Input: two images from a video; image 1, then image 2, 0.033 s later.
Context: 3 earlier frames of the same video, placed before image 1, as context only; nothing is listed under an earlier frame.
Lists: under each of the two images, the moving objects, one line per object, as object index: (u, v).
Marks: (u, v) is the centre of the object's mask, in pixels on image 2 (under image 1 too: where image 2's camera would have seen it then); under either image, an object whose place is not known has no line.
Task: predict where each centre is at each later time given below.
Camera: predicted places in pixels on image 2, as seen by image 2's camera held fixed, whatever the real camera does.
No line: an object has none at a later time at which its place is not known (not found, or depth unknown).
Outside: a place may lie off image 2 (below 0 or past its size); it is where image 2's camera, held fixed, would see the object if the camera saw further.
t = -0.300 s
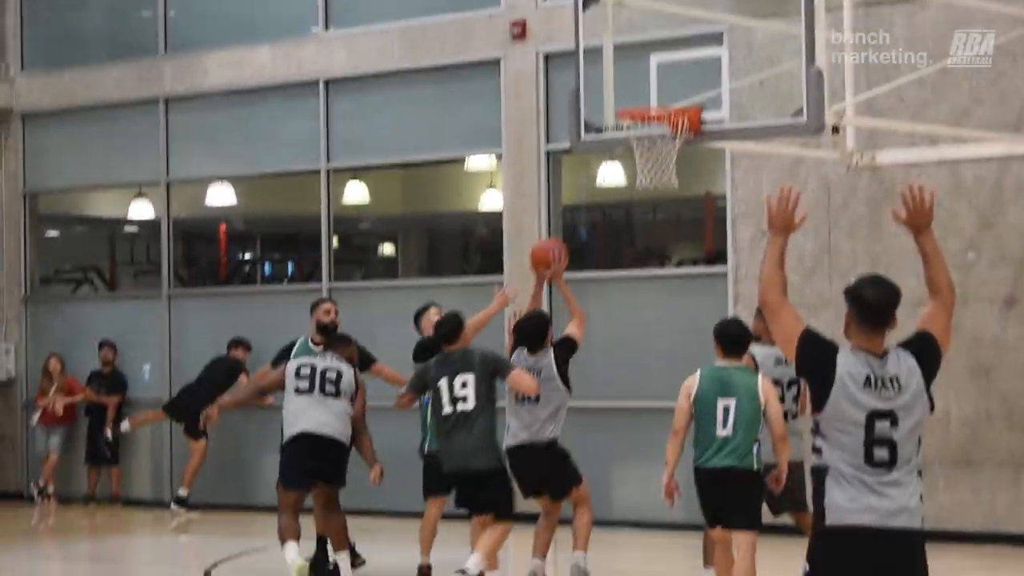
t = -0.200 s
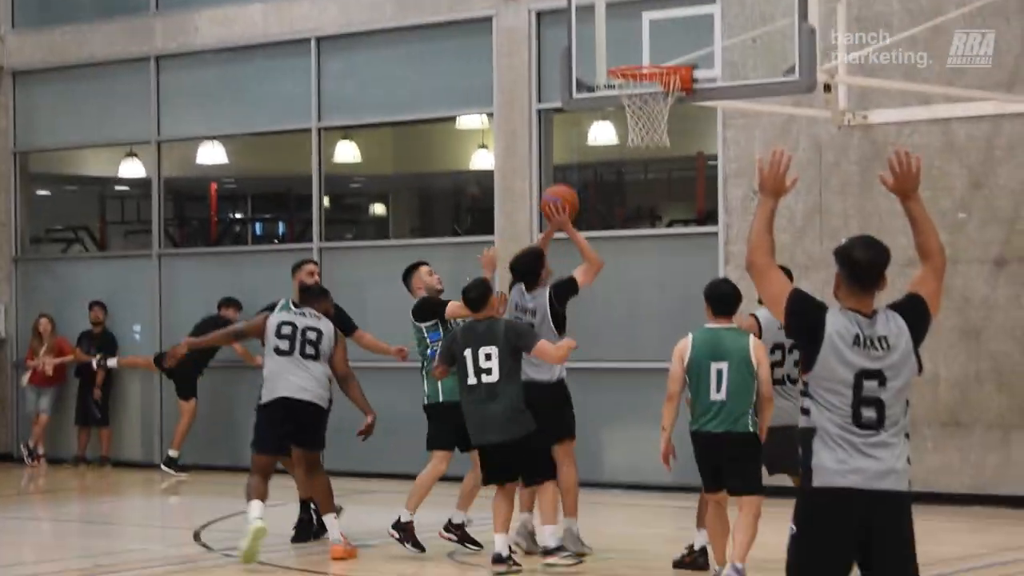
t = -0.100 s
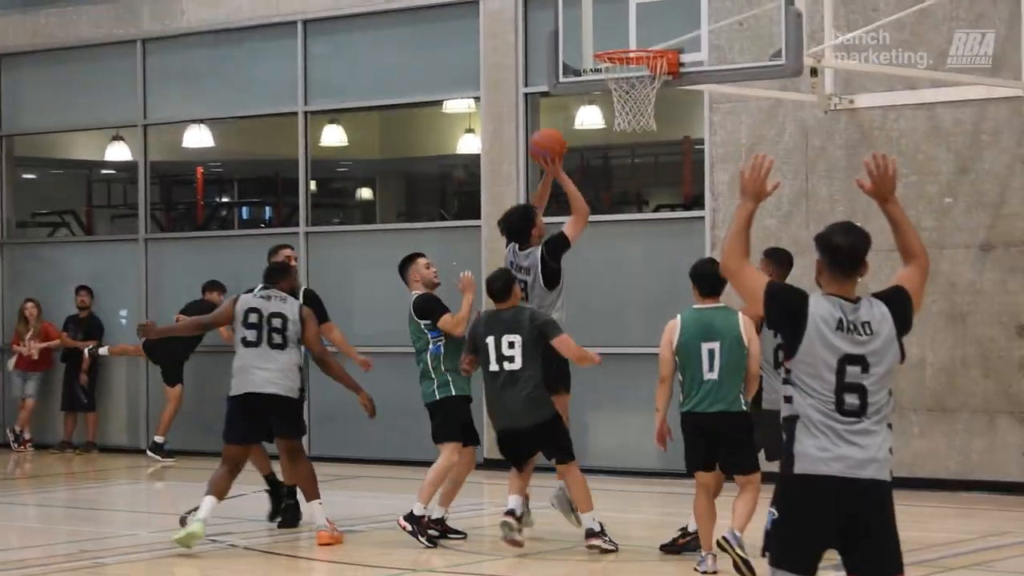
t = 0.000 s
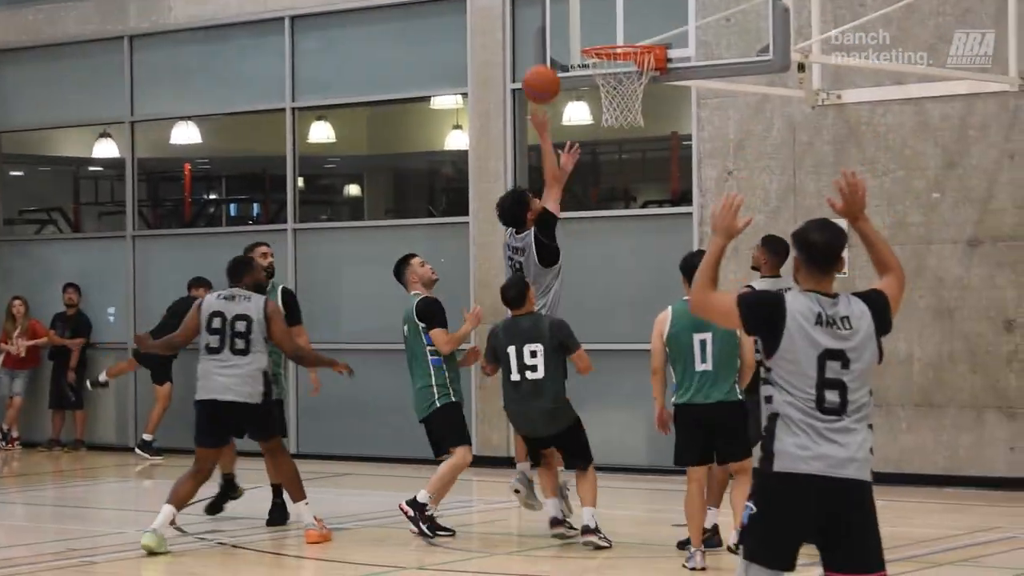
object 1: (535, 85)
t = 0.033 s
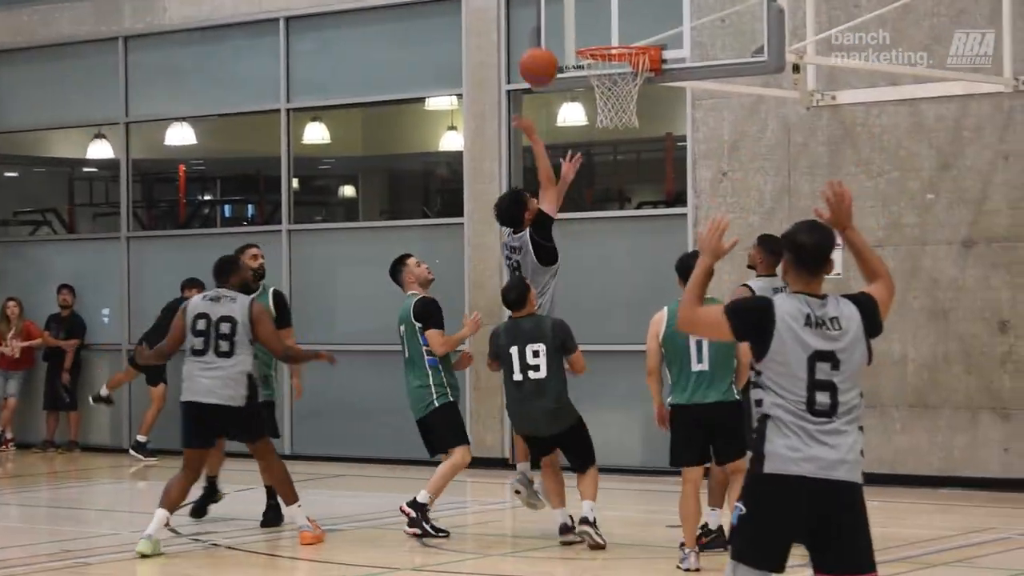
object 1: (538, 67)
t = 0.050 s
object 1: (540, 58)
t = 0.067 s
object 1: (542, 50)
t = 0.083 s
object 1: (544, 42)
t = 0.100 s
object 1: (546, 35)
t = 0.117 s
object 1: (548, 28)
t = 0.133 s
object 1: (550, 22)
